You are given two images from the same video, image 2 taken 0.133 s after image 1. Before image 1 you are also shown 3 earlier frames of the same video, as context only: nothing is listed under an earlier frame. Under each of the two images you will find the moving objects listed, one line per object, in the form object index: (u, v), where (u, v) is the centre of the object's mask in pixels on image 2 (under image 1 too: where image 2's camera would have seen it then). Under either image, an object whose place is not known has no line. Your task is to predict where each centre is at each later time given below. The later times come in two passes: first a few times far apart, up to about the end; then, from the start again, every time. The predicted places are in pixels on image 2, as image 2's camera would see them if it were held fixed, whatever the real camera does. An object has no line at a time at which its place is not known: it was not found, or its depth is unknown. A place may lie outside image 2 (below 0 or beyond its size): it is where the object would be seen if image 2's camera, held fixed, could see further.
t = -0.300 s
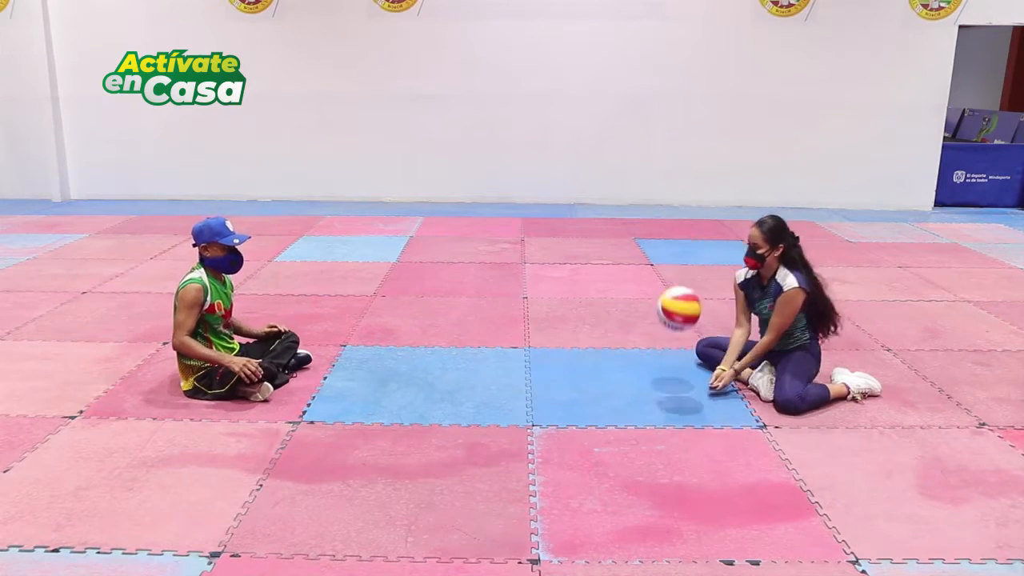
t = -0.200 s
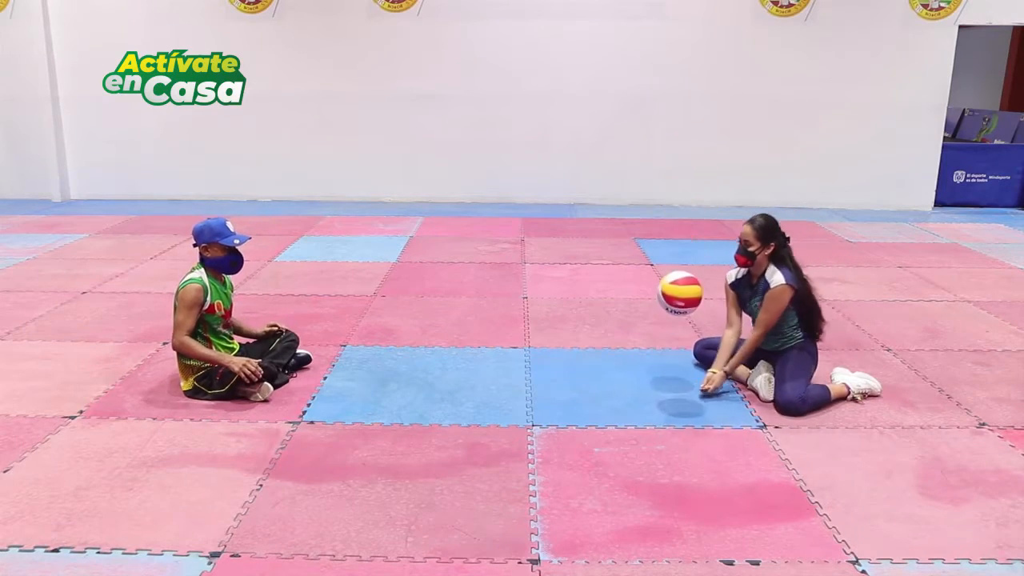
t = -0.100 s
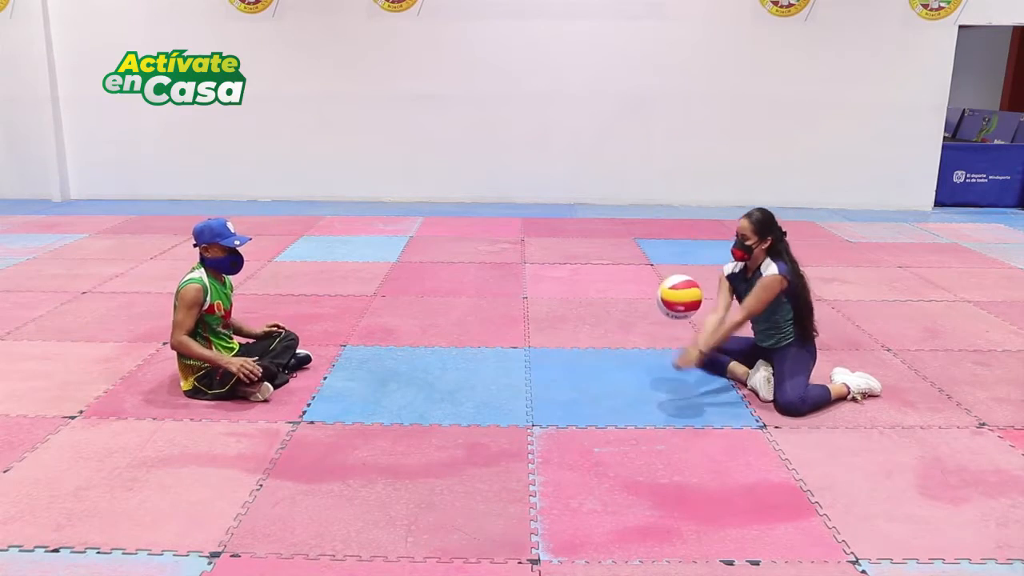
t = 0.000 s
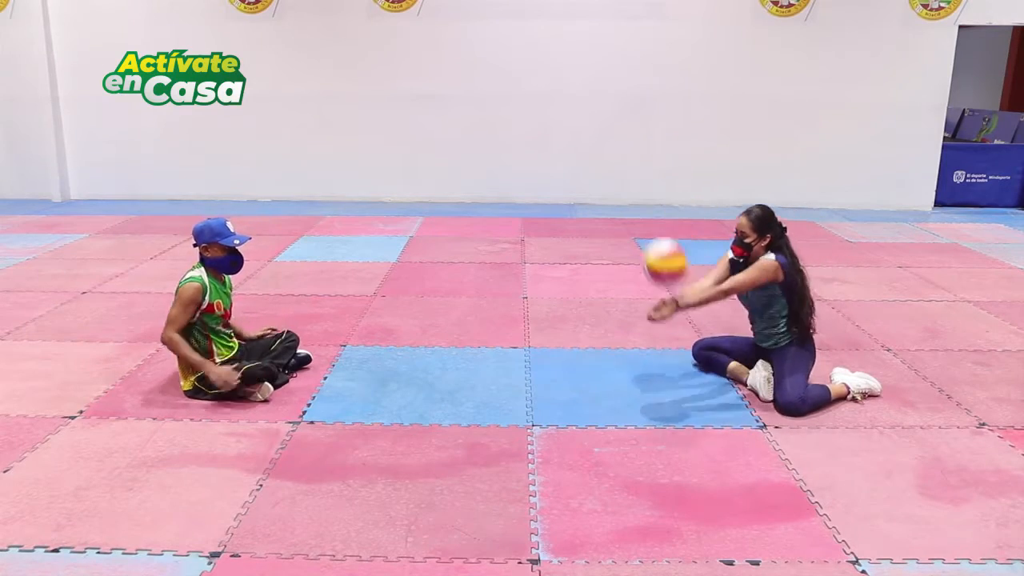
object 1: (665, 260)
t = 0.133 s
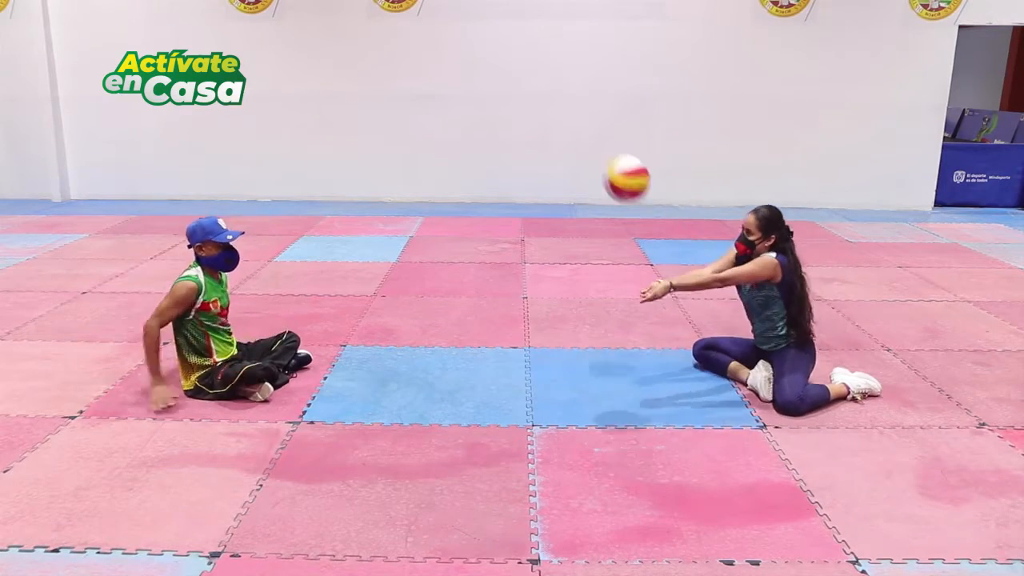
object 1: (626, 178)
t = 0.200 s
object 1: (606, 150)
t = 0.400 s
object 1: (544, 121)
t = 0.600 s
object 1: (481, 178)
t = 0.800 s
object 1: (425, 314)
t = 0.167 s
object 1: (616, 163)
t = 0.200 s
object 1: (606, 150)
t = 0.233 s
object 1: (596, 139)
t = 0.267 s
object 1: (586, 130)
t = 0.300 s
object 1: (575, 124)
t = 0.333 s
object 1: (564, 120)
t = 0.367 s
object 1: (554, 119)
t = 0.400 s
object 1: (544, 121)
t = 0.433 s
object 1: (533, 124)
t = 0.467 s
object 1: (523, 130)
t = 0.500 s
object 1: (513, 139)
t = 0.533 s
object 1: (503, 150)
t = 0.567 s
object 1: (492, 163)
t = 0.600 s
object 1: (481, 178)
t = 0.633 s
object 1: (471, 196)
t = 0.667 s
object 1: (462, 216)
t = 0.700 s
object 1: (452, 237)
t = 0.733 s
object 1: (443, 260)
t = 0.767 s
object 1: (433, 286)
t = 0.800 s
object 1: (425, 314)
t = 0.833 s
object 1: (416, 342)
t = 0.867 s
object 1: (408, 365)
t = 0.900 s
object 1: (403, 342)
